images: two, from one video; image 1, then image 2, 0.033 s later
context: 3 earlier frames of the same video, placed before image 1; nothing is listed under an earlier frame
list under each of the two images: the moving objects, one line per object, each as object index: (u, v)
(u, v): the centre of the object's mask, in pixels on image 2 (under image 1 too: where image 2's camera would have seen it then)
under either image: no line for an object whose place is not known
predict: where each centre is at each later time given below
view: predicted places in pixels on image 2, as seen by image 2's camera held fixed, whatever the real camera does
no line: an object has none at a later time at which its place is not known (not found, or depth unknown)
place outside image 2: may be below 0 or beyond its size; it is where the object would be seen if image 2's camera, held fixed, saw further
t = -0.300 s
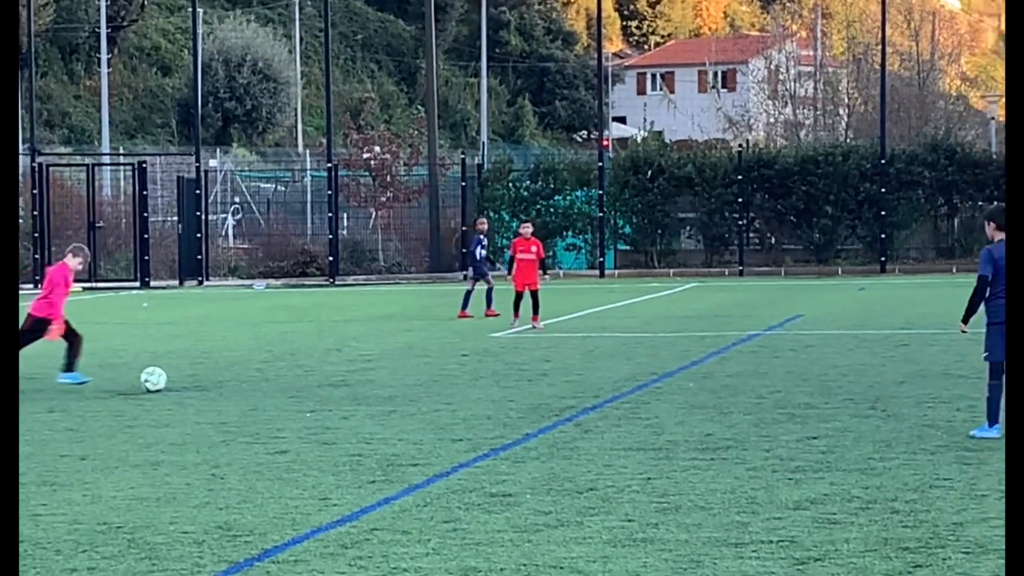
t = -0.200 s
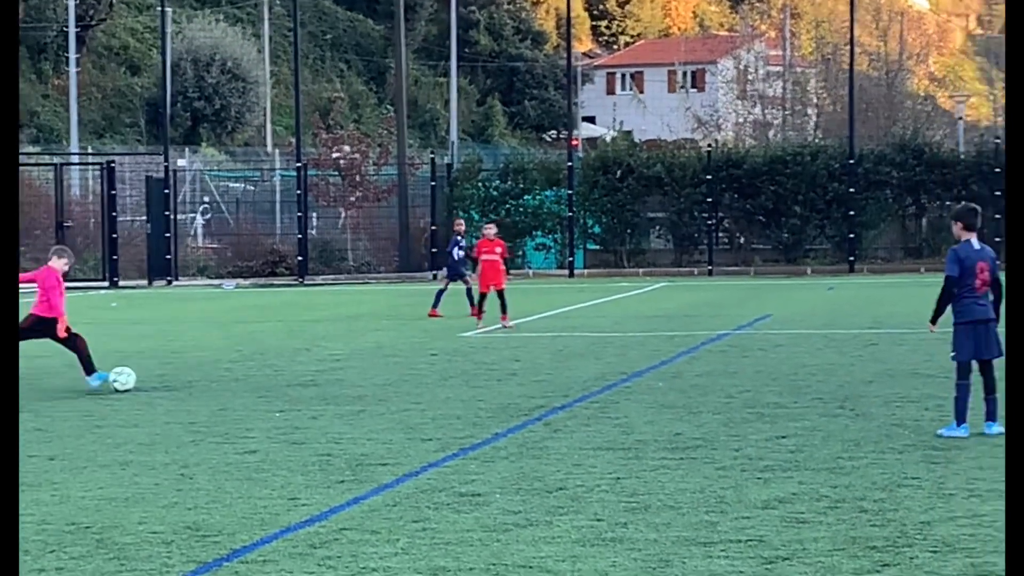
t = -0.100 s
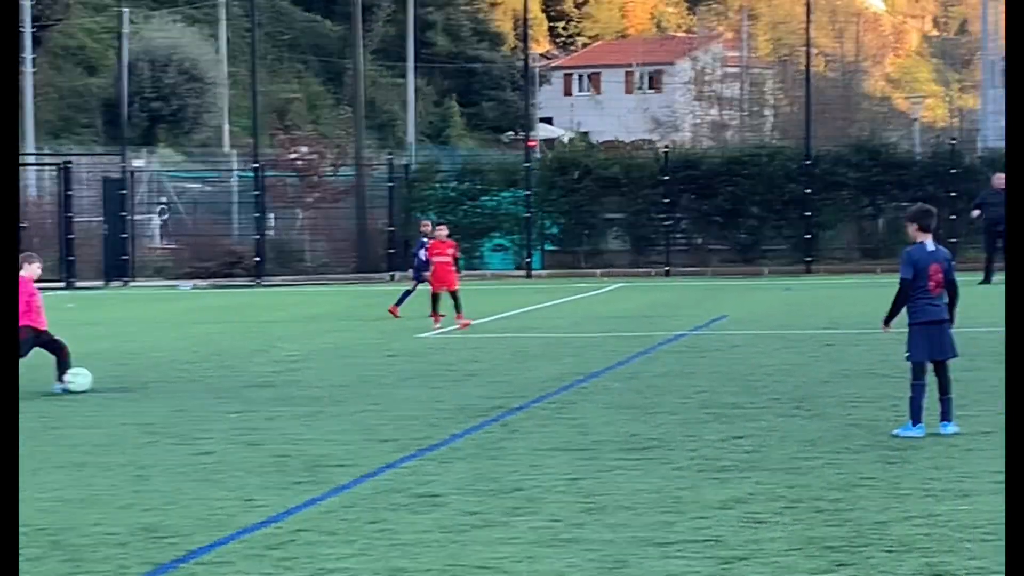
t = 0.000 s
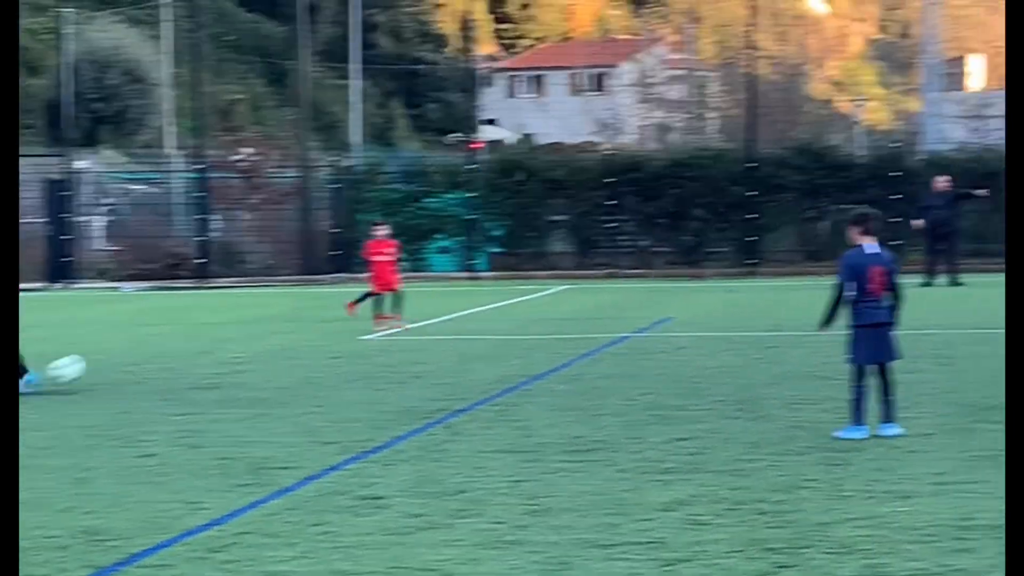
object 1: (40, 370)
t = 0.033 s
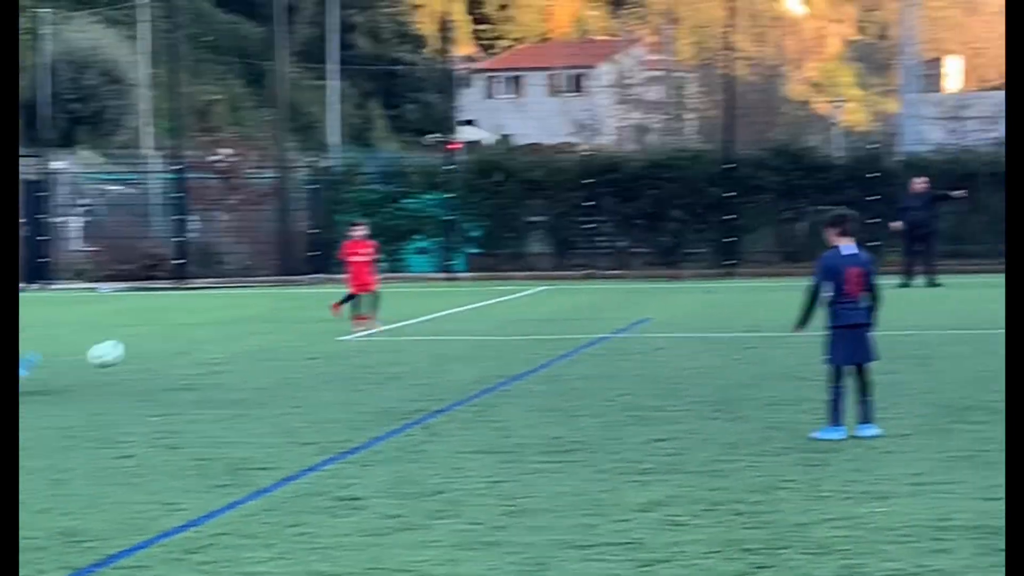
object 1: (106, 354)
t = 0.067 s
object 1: (170, 338)
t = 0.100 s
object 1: (231, 325)
